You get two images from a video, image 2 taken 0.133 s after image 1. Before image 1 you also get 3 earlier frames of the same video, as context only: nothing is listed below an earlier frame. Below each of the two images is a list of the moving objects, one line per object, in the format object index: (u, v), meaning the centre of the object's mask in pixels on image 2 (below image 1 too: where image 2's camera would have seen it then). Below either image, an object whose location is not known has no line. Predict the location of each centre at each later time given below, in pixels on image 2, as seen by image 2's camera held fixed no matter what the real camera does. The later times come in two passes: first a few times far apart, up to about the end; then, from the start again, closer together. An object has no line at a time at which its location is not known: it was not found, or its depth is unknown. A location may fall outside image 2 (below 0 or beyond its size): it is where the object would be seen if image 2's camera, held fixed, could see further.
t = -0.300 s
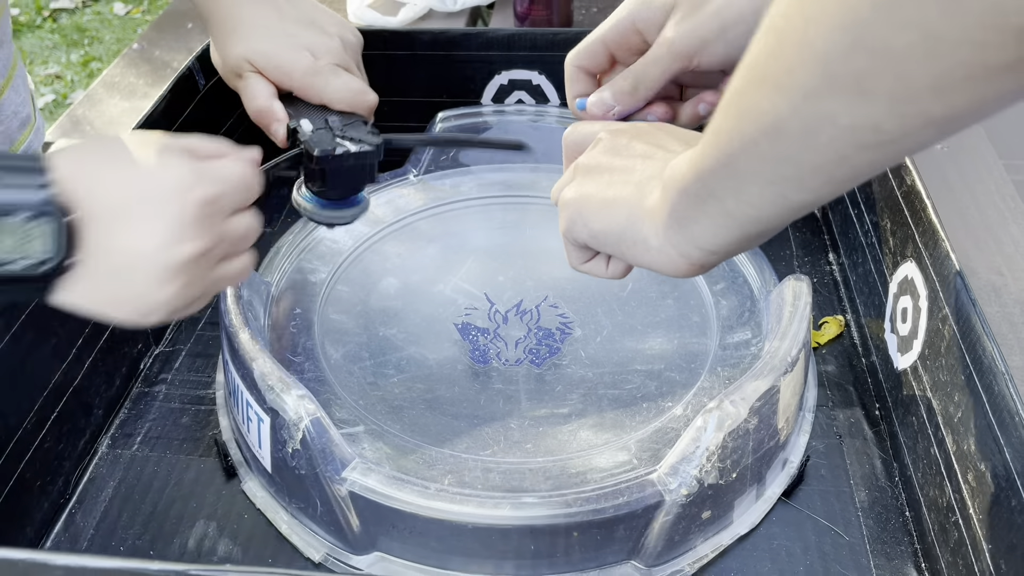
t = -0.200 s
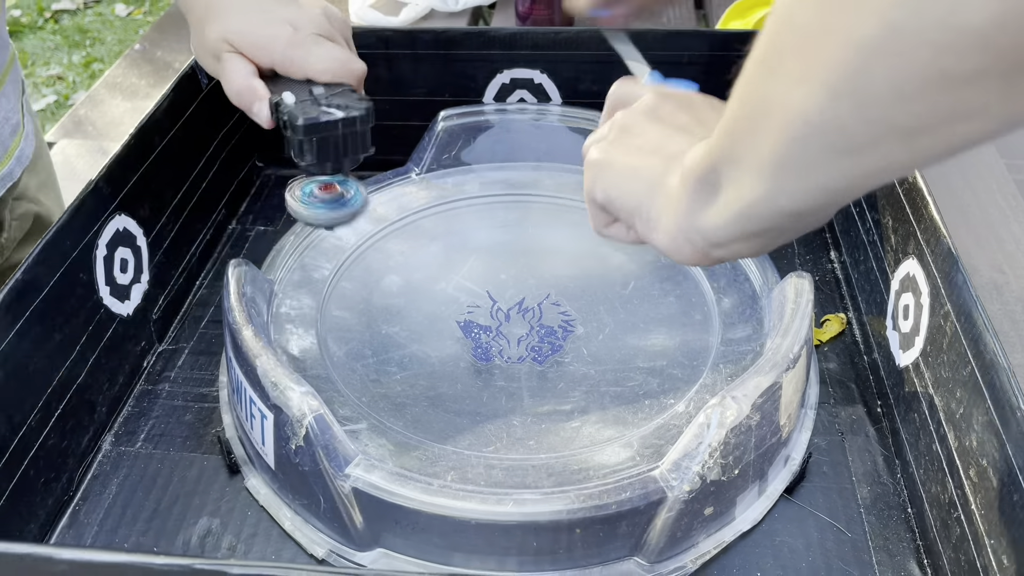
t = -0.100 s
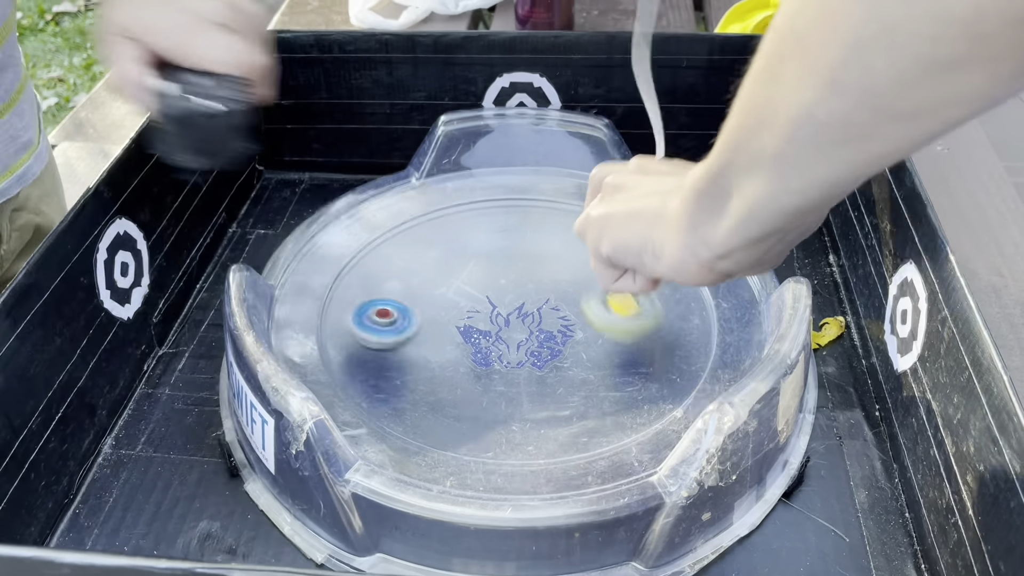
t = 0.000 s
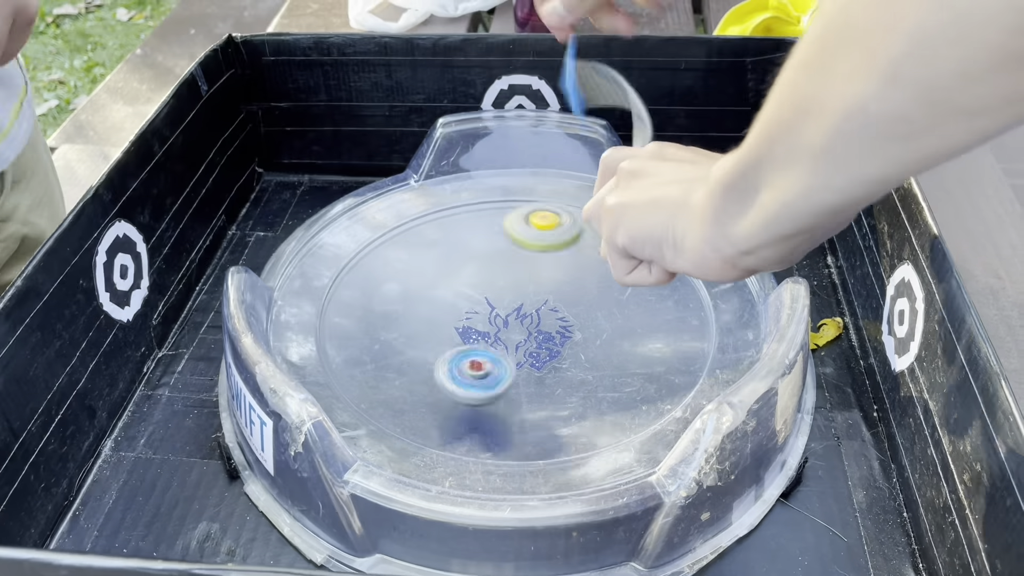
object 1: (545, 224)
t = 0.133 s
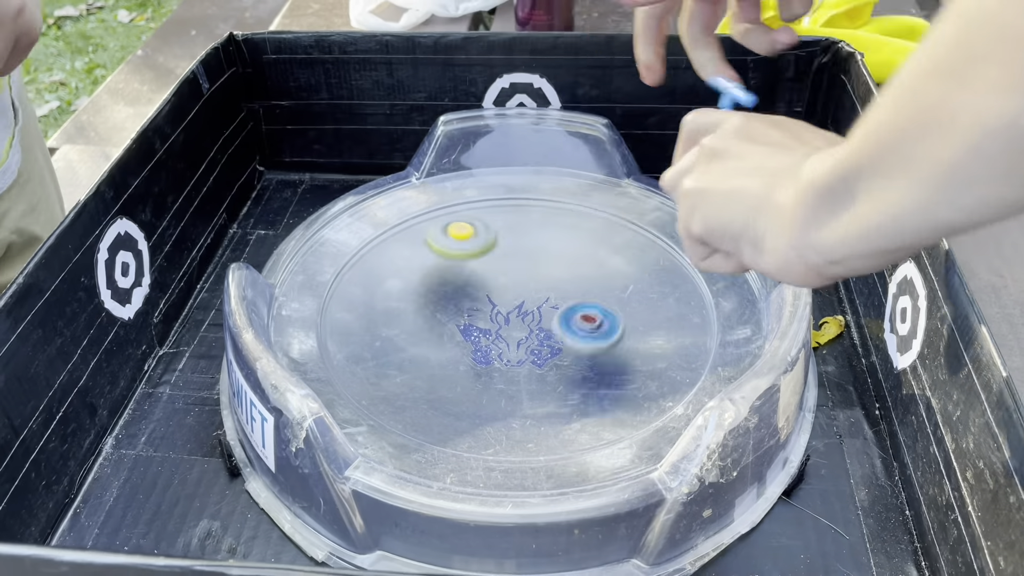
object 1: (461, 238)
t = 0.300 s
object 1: (405, 256)
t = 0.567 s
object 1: (455, 379)
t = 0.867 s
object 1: (692, 192)
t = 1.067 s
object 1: (659, 242)
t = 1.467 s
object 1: (416, 427)
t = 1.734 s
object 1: (507, 368)
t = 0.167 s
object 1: (445, 231)
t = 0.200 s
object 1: (429, 238)
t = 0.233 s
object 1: (418, 240)
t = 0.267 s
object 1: (410, 244)
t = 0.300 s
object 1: (405, 256)
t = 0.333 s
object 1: (402, 267)
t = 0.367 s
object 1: (399, 281)
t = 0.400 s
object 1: (398, 294)
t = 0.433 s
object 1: (399, 308)
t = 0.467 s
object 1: (403, 327)
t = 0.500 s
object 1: (412, 346)
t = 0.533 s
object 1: (429, 365)
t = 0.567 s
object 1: (455, 379)
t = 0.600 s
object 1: (488, 388)
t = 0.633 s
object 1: (527, 390)
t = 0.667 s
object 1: (566, 385)
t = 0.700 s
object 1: (602, 373)
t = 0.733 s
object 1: (631, 355)
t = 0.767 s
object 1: (652, 333)
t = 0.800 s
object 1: (722, 300)
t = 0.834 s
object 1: (715, 240)
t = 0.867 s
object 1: (692, 192)
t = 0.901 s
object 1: (667, 162)
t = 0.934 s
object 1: (647, 147)
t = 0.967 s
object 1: (629, 147)
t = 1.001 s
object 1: (639, 162)
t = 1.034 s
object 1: (648, 192)
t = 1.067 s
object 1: (659, 242)
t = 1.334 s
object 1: (514, 434)
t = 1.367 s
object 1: (482, 445)
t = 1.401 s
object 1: (456, 439)
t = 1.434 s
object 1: (434, 436)
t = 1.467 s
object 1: (416, 427)
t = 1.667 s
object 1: (447, 346)
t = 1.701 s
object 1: (467, 330)
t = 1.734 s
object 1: (507, 368)
